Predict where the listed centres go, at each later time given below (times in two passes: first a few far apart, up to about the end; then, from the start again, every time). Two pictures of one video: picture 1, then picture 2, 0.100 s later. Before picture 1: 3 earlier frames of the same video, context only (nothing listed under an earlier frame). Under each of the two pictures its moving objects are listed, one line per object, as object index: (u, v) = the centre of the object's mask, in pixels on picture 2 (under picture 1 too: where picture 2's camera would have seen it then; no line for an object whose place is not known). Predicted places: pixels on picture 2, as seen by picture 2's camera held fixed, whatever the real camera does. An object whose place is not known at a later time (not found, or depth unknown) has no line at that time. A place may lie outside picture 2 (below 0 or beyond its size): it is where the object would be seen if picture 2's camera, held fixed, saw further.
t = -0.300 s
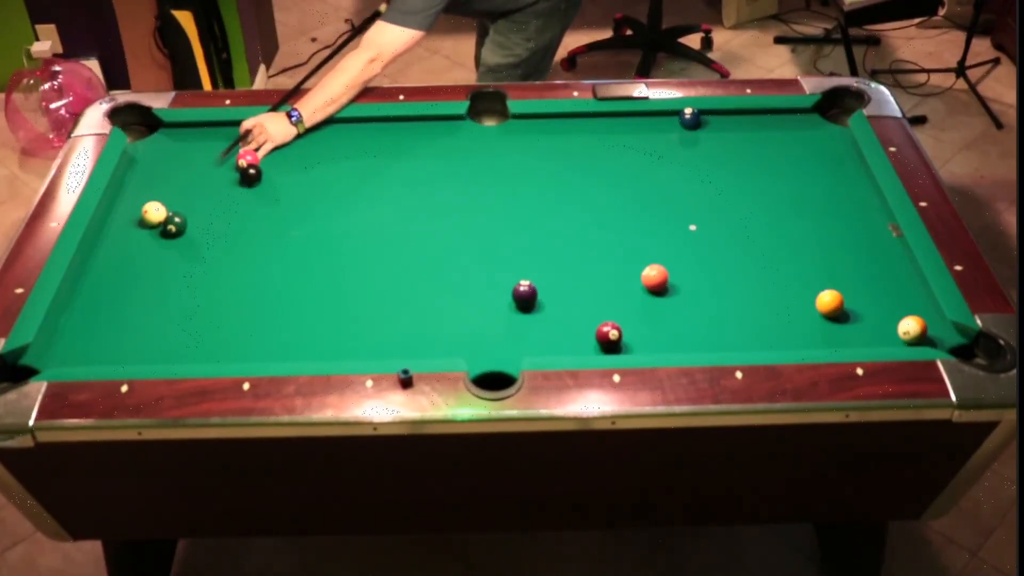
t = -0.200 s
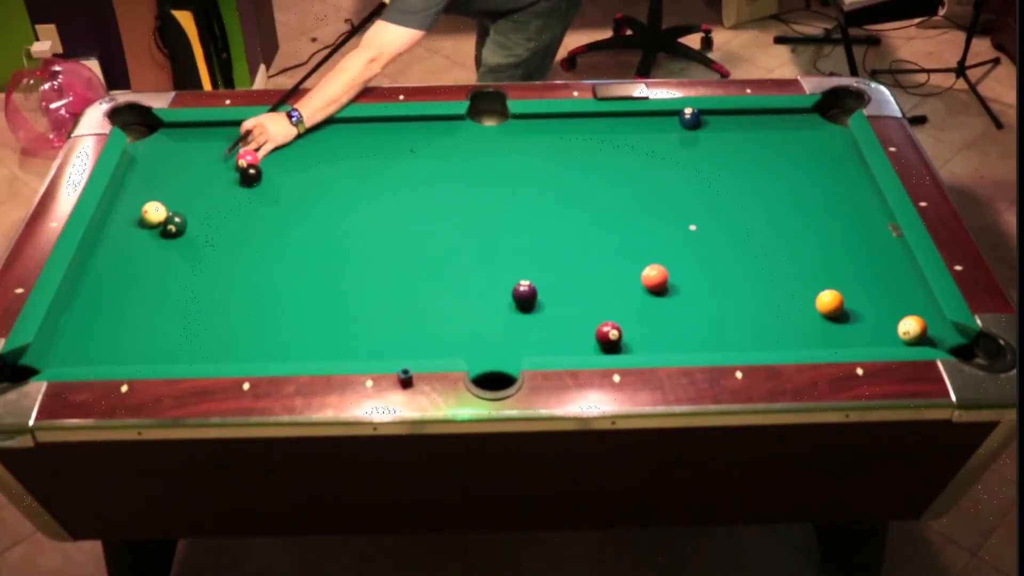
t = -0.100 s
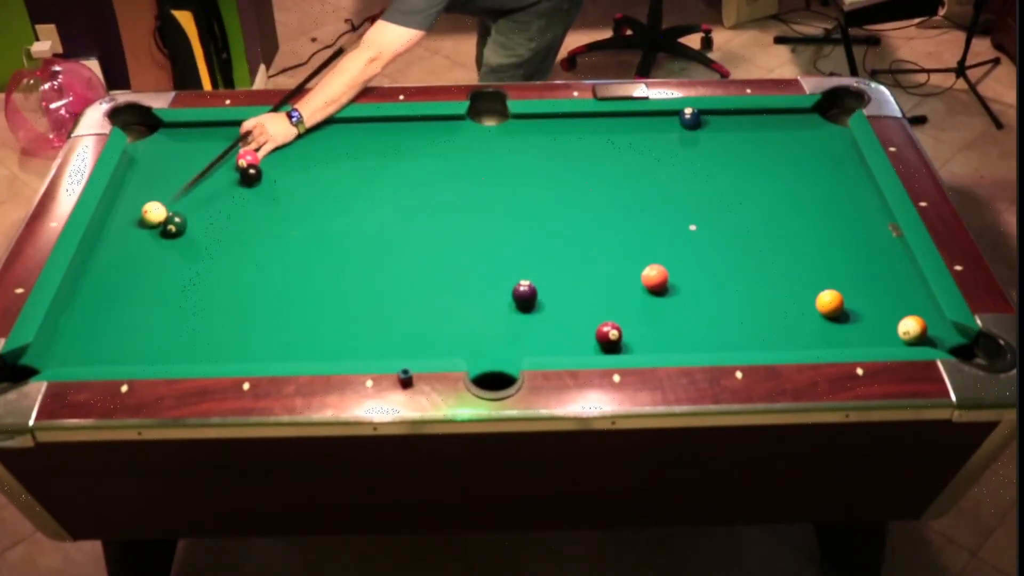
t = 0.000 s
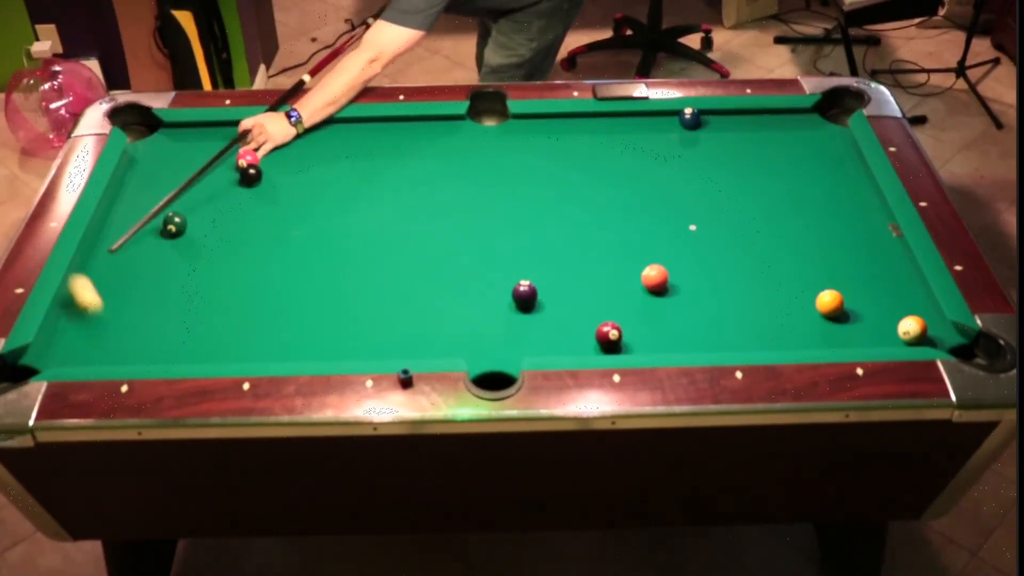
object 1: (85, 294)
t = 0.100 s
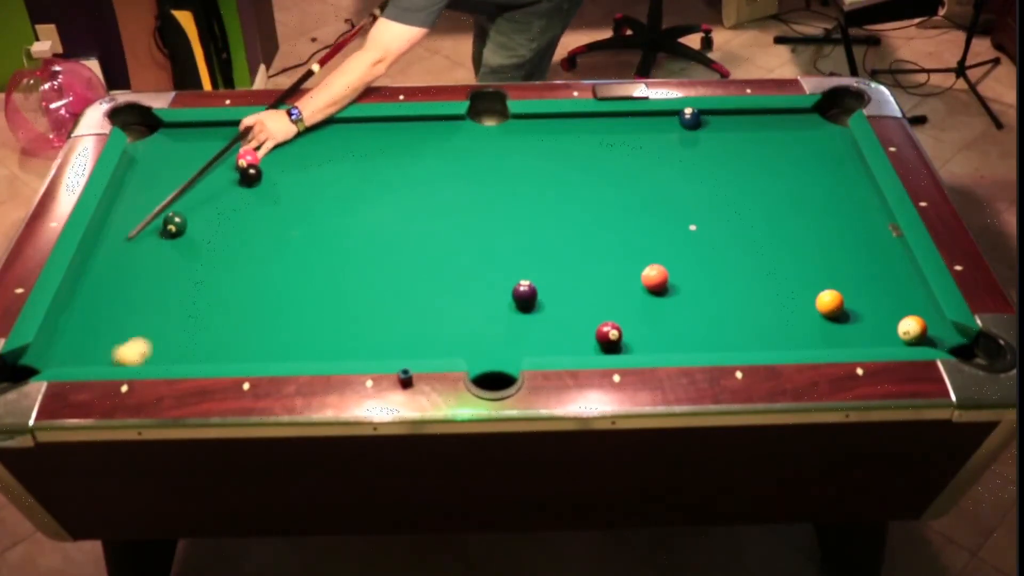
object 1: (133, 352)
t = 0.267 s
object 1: (215, 289)
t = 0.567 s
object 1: (334, 203)
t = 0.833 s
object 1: (421, 140)
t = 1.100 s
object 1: (464, 139)
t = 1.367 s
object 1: (490, 165)
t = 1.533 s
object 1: (506, 181)
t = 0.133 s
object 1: (151, 339)
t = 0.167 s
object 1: (168, 325)
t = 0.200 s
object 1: (185, 312)
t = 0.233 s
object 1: (200, 301)
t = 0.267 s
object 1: (215, 289)
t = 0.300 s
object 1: (230, 279)
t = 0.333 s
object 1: (244, 269)
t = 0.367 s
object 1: (258, 258)
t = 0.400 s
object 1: (272, 249)
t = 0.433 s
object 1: (285, 239)
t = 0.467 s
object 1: (298, 230)
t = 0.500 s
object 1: (310, 220)
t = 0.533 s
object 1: (322, 211)
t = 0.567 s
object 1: (334, 203)
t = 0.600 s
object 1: (346, 194)
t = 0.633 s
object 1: (358, 186)
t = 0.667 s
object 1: (369, 178)
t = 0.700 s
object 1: (380, 170)
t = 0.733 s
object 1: (391, 162)
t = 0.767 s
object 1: (401, 155)
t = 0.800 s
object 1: (411, 147)
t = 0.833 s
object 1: (421, 140)
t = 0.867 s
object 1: (431, 133)
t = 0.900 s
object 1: (441, 126)
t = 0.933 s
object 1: (449, 121)
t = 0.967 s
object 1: (452, 125)
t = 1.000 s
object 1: (455, 129)
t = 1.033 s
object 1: (458, 133)
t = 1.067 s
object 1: (461, 136)
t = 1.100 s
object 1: (464, 139)
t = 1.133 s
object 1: (467, 142)
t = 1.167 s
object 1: (471, 145)
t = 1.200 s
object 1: (474, 149)
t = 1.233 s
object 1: (477, 152)
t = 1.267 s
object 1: (480, 155)
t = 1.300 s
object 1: (484, 158)
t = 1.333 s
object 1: (487, 162)
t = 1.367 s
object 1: (490, 165)
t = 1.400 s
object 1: (493, 168)
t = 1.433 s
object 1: (496, 171)
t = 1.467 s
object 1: (499, 175)
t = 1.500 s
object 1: (502, 178)
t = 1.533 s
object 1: (506, 181)
